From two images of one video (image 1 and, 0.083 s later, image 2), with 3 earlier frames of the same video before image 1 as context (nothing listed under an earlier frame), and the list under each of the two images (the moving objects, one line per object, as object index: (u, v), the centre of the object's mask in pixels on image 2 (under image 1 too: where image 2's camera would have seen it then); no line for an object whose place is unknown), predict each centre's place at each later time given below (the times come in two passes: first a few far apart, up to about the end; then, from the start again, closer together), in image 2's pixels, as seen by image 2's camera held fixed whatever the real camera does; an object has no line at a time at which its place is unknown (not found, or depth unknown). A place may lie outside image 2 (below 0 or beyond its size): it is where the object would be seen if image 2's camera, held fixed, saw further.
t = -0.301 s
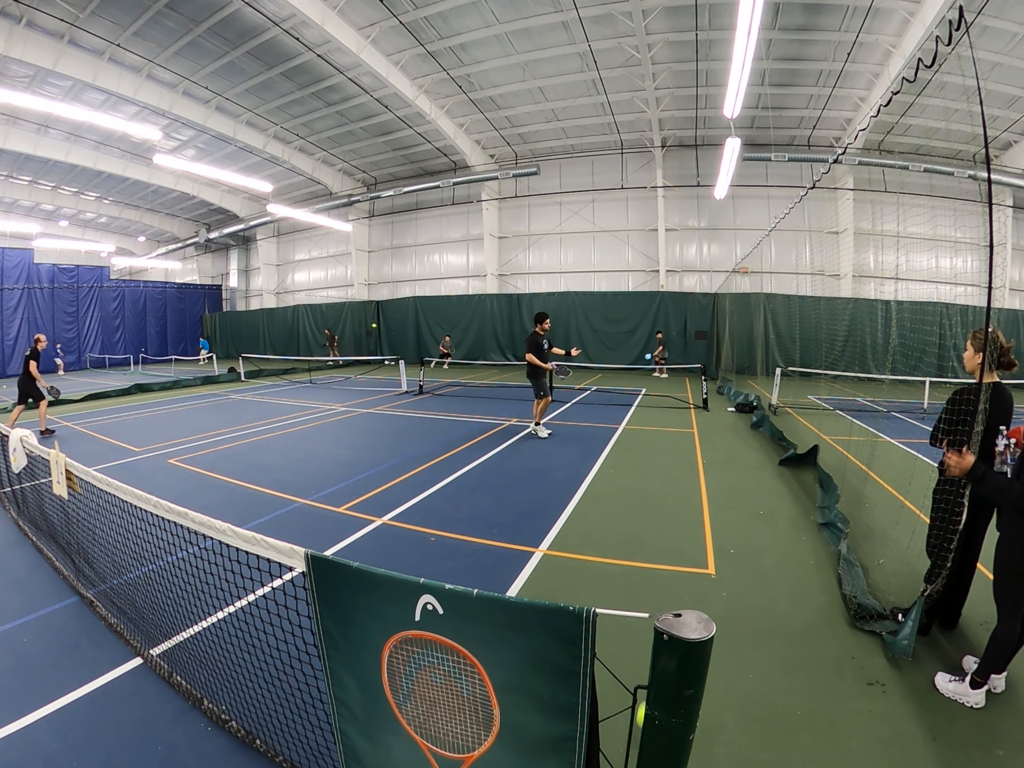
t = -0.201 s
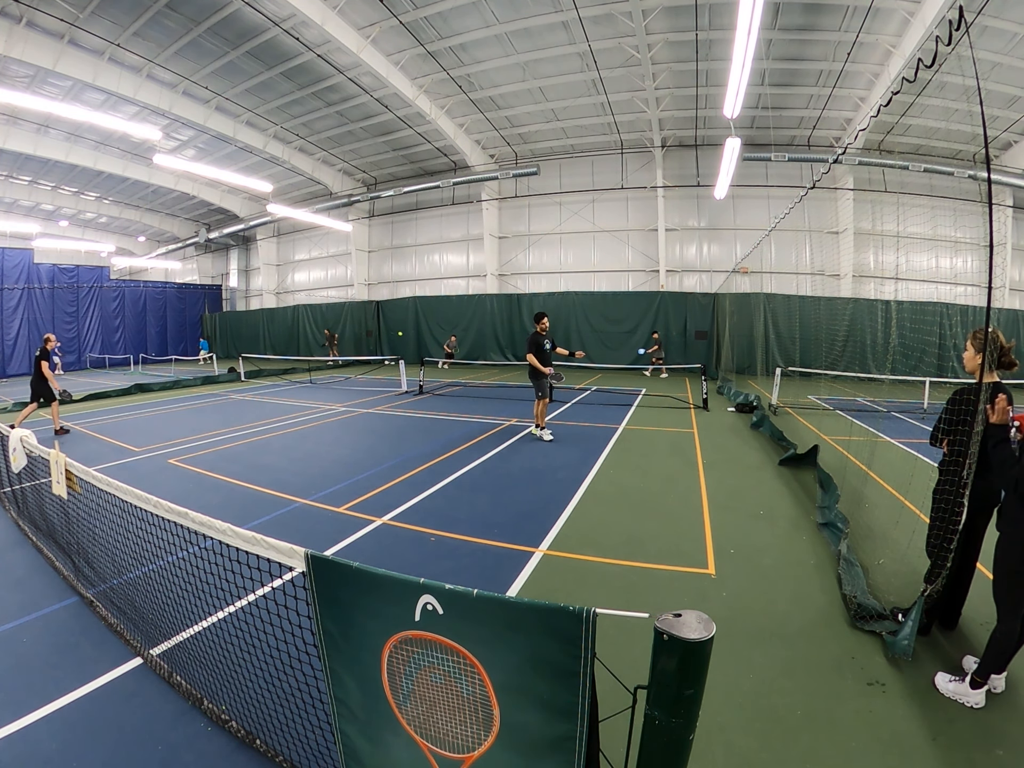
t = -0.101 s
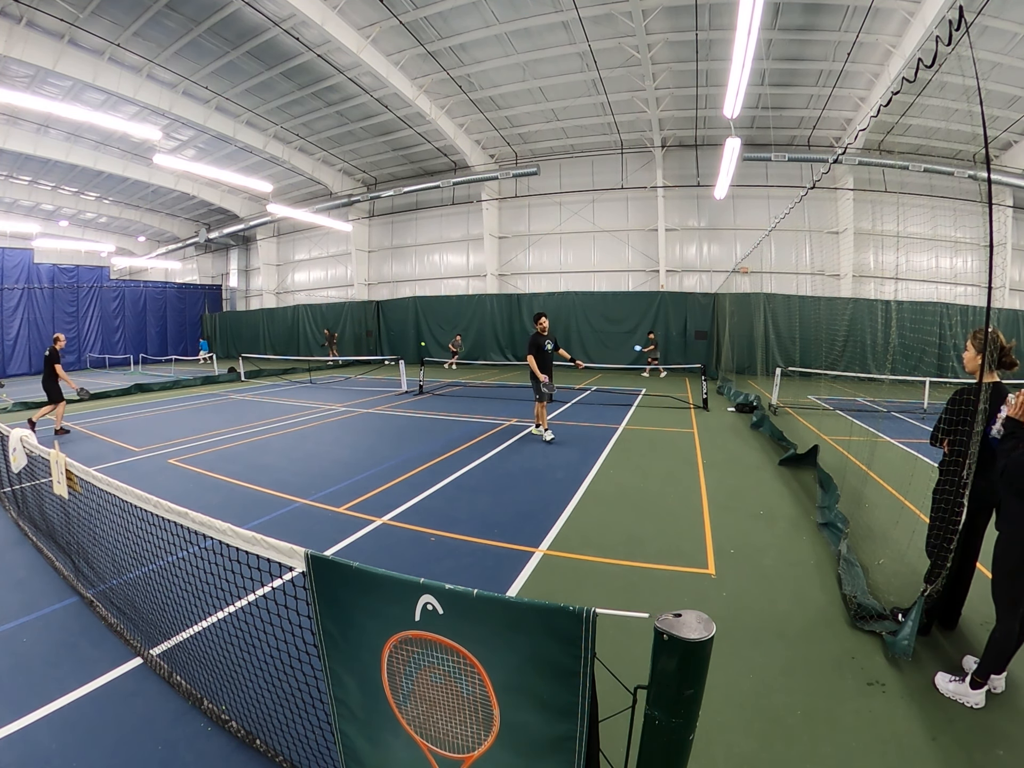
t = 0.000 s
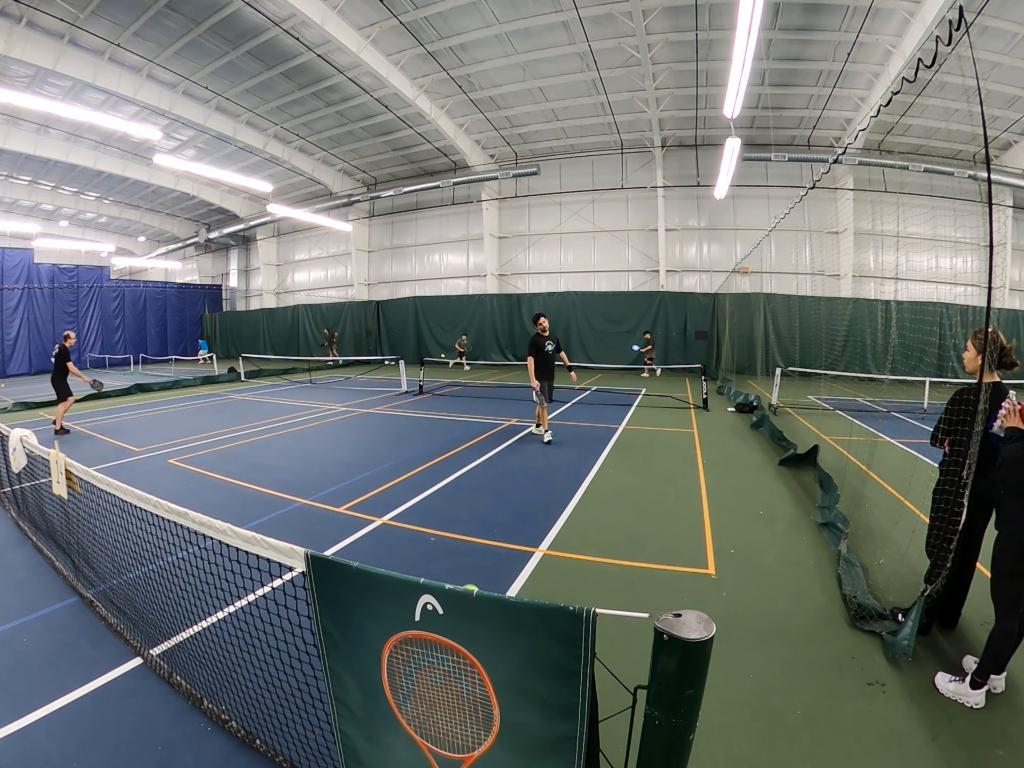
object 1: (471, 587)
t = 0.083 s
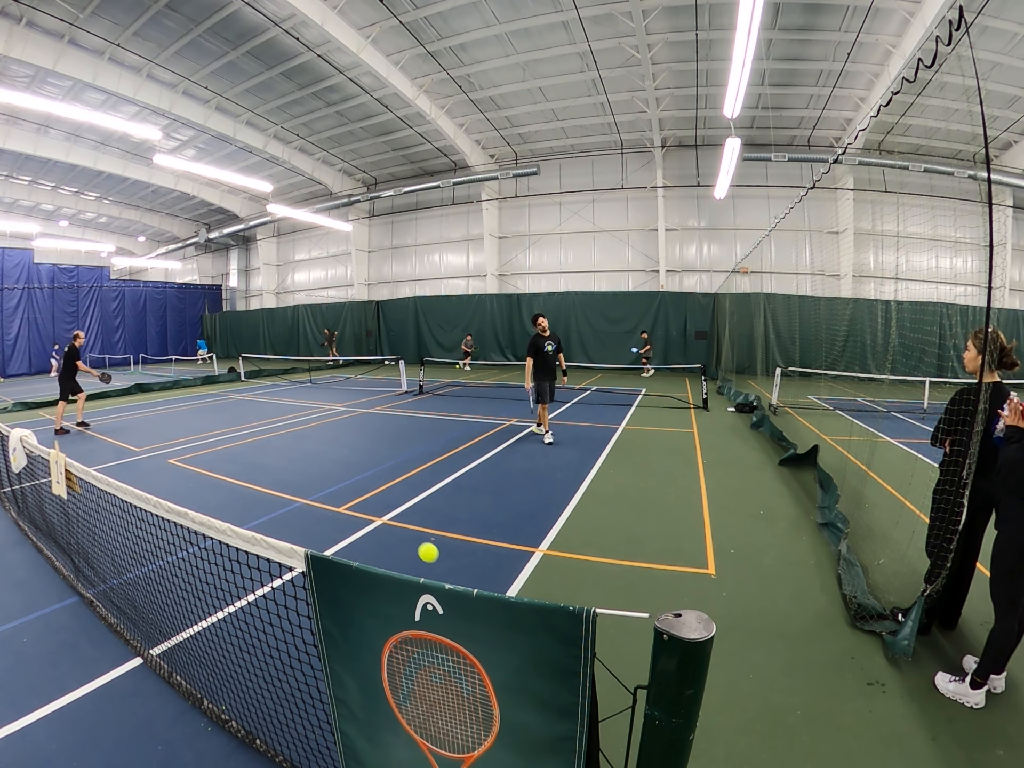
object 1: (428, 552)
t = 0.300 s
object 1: (359, 527)
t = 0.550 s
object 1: (310, 536)
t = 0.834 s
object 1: (237, 510)
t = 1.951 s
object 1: (62, 513)
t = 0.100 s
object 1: (421, 547)
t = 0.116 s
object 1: (414, 542)
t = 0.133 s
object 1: (407, 537)
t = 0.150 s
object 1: (401, 534)
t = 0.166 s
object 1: (395, 531)
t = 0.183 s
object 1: (390, 529)
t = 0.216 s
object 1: (380, 526)
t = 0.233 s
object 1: (375, 525)
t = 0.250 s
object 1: (371, 525)
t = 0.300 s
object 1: (359, 527)
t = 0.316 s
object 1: (356, 529)
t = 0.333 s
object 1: (353, 531)
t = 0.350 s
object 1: (350, 533)
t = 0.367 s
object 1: (347, 536)
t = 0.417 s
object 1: (339, 546)
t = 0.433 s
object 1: (337, 550)
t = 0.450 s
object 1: (335, 553)
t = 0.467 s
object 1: (334, 554)
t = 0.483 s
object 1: (331, 554)
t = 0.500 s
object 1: (325, 551)
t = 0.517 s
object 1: (320, 546)
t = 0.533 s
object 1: (315, 541)
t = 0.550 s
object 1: (310, 536)
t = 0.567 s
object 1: (305, 532)
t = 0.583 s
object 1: (300, 528)
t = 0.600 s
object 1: (295, 524)
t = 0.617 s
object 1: (291, 521)
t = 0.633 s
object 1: (286, 518)
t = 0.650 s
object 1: (281, 515)
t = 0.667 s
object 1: (277, 513)
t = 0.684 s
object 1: (273, 511)
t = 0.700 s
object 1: (268, 509)
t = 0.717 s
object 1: (264, 508)
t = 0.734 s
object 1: (260, 507)
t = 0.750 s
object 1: (256, 507)
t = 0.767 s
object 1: (252, 507)
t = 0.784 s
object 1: (248, 507)
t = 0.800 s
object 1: (245, 508)
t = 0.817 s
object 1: (241, 509)
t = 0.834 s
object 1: (237, 510)
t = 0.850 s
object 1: (234, 512)
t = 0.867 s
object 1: (231, 514)
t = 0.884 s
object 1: (227, 516)
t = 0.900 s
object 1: (225, 518)
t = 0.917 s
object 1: (223, 520)
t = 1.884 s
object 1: (70, 514)
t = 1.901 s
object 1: (68, 516)
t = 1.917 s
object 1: (66, 517)
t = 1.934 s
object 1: (64, 515)
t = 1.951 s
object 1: (62, 513)
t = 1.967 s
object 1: (60, 512)
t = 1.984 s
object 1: (58, 511)
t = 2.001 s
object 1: (56, 511)
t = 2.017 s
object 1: (54, 510)
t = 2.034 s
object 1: (52, 511)
